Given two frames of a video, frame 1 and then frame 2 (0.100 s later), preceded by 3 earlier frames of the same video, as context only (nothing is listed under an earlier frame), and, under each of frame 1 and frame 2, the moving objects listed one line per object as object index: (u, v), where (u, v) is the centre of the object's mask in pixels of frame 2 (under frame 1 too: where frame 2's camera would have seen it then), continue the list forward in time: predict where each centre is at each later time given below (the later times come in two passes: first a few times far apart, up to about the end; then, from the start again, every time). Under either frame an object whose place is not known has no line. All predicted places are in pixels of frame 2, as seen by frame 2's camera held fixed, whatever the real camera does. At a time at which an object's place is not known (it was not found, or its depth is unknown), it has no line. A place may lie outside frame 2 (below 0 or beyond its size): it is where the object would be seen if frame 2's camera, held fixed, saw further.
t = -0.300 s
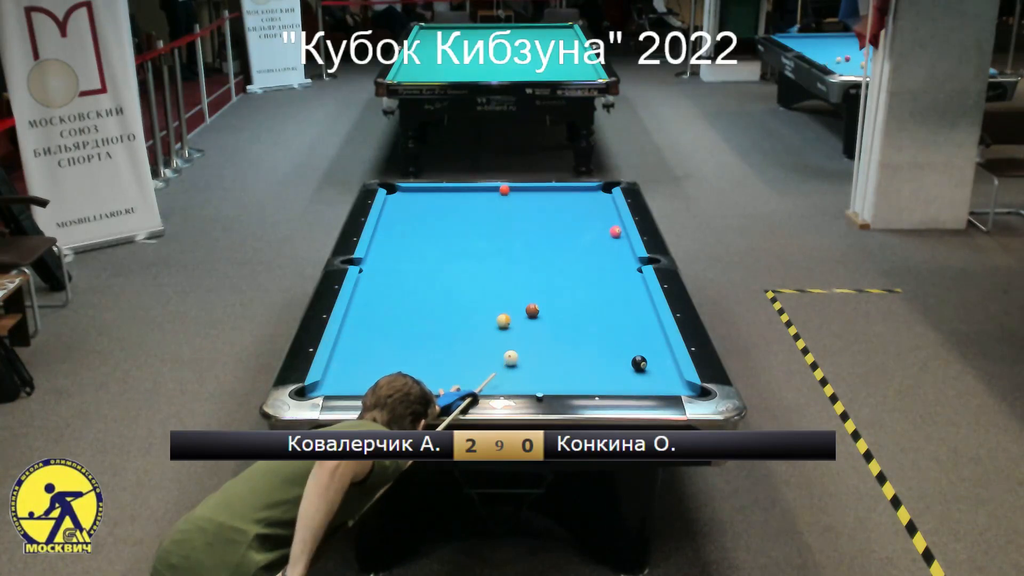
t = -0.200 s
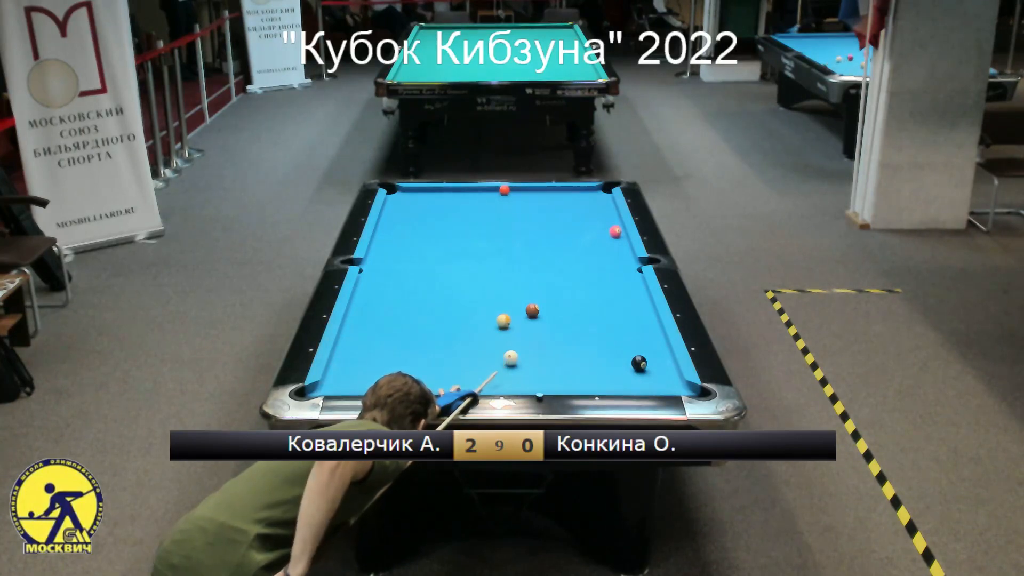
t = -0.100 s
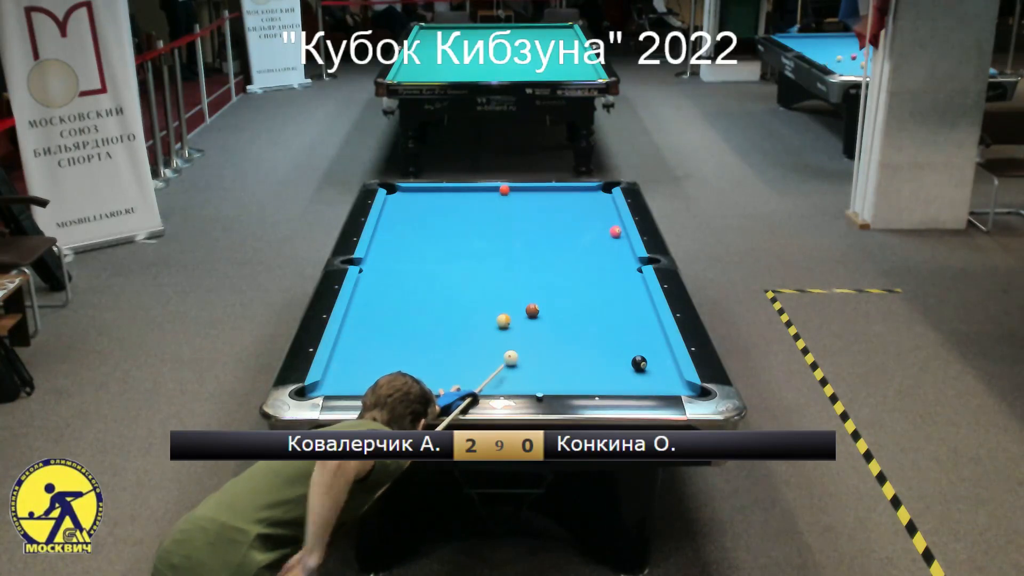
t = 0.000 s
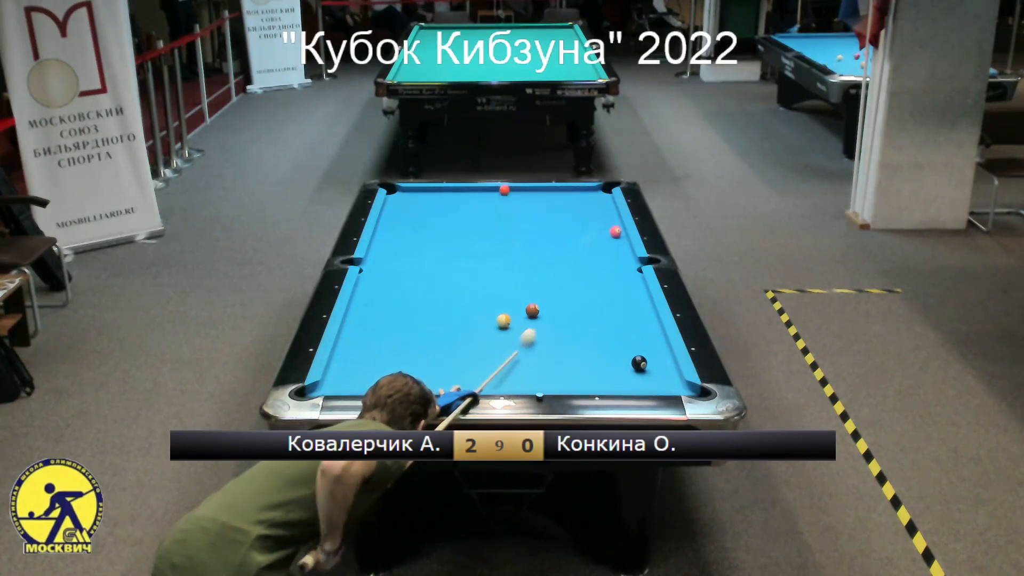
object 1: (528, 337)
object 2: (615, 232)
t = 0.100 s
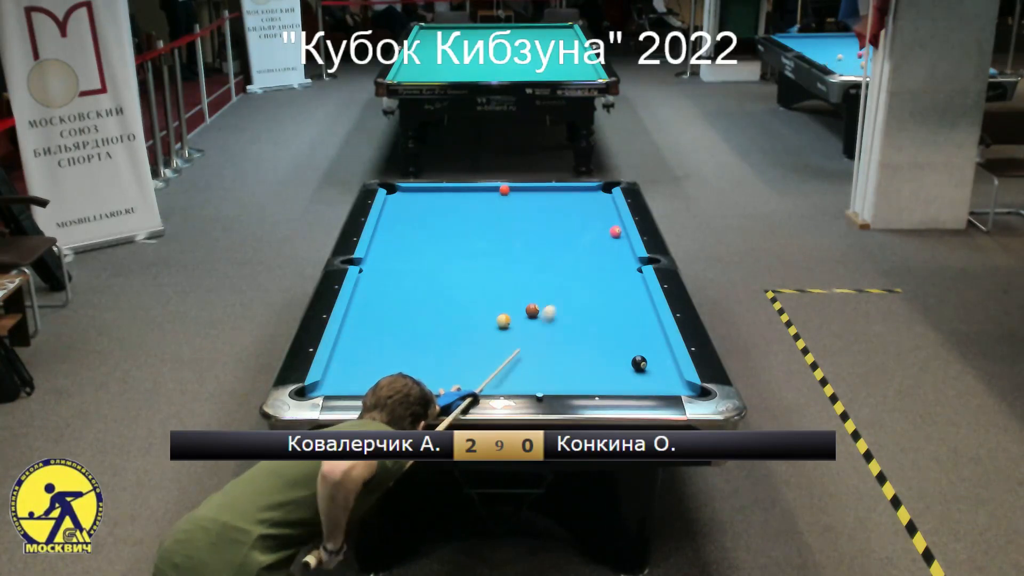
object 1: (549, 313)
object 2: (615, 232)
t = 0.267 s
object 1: (575, 283)
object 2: (615, 232)
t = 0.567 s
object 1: (613, 240)
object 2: (616, 230)
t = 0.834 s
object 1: (603, 234)
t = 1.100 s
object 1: (584, 230)
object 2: (601, 192)
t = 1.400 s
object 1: (565, 225)
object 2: (608, 191)
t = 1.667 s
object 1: (550, 222)
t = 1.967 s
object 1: (534, 219)
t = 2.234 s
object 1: (520, 216)
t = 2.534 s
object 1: (507, 212)
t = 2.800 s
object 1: (496, 210)
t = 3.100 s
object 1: (486, 208)
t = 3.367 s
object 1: (477, 206)
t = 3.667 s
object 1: (469, 203)
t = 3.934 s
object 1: (462, 202)
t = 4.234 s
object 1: (456, 200)
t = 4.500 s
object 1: (450, 199)
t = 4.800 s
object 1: (446, 198)
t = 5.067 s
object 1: (443, 197)
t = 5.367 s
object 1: (440, 196)
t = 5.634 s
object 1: (438, 196)
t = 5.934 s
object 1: (437, 195)
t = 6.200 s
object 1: (436, 195)
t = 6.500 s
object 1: (436, 195)
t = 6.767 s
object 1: (436, 195)
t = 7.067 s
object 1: (436, 195)
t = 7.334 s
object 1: (436, 195)
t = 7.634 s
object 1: (436, 195)
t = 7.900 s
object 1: (436, 195)
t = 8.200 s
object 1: (436, 195)
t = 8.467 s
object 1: (435, 195)
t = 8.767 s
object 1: (436, 195)
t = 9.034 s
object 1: (436, 195)
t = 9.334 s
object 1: (436, 194)
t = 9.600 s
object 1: (436, 194)
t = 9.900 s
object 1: (436, 195)
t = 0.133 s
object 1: (555, 306)
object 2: (615, 232)
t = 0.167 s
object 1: (560, 300)
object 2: (615, 232)
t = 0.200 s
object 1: (565, 294)
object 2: (615, 232)
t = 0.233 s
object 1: (570, 288)
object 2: (615, 232)
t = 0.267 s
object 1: (575, 283)
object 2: (615, 232)
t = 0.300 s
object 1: (580, 277)
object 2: (615, 232)
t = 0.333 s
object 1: (584, 272)
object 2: (615, 232)
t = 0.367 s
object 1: (589, 267)
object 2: (615, 232)
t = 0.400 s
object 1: (593, 262)
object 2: (615, 232)
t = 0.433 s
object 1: (597, 257)
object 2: (615, 232)
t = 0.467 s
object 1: (601, 253)
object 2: (616, 232)
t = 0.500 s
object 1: (605, 248)
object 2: (616, 232)
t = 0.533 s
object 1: (609, 244)
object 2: (616, 232)
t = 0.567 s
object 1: (613, 240)
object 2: (616, 230)
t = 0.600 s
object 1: (622, 235)
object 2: (614, 228)
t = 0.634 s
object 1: (620, 235)
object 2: (613, 225)
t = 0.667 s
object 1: (617, 235)
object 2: (612, 222)
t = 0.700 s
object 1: (613, 235)
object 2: (610, 218)
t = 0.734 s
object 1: (610, 235)
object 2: (610, 215)
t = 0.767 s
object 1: (608, 235)
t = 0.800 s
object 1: (605, 234)
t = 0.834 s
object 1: (603, 234)
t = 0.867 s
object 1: (600, 233)
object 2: (606, 206)
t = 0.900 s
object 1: (598, 233)
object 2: (605, 204)
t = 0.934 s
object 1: (596, 232)
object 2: (604, 202)
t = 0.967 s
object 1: (593, 232)
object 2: (603, 200)
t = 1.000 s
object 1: (591, 231)
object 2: (603, 197)
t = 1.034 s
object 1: (589, 230)
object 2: (602, 196)
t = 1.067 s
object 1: (587, 230)
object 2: (601, 194)
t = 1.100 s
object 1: (584, 230)
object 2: (601, 192)
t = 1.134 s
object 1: (582, 229)
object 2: (600, 190)
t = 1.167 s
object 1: (580, 229)
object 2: (600, 188)
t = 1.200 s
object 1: (578, 228)
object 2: (603, 188)
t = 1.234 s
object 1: (576, 228)
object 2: (608, 188)
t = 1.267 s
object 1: (573, 227)
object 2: (610, 188)
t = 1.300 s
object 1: (571, 227)
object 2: (609, 188)
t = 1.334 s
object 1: (569, 226)
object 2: (608, 189)
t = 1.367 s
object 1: (567, 226)
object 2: (608, 190)
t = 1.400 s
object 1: (565, 225)
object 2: (608, 191)
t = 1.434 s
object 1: (564, 225)
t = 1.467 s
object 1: (561, 224)
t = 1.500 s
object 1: (559, 224)
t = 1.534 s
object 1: (557, 224)
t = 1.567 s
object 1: (555, 223)
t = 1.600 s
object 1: (553, 223)
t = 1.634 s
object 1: (551, 222)
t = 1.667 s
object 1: (550, 222)
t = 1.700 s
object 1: (548, 222)
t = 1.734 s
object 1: (546, 221)
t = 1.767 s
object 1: (544, 221)
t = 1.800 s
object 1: (542, 220)
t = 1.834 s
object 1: (540, 220)
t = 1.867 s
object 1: (539, 220)
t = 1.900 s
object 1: (537, 219)
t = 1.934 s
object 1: (535, 219)
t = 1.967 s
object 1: (534, 219)
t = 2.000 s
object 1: (532, 218)
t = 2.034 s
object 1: (530, 218)
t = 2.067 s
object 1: (529, 217)
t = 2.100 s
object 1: (527, 217)
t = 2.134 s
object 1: (525, 217)
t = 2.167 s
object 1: (524, 216)
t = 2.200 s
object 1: (522, 216)
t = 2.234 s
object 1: (520, 216)
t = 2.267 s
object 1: (519, 215)
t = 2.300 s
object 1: (517, 215)
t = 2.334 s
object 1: (516, 215)
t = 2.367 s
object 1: (515, 214)
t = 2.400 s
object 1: (513, 214)
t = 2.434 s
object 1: (511, 214)
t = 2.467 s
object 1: (510, 213)
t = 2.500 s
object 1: (509, 213)
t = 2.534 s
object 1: (507, 212)
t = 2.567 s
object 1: (506, 212)
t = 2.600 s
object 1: (505, 212)
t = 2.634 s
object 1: (503, 212)
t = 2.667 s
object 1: (502, 211)
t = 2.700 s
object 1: (500, 211)
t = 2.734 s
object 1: (499, 211)
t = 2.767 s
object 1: (498, 210)
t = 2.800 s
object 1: (496, 210)
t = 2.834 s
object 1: (495, 210)
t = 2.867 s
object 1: (494, 209)
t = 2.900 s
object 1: (493, 209)
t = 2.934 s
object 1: (492, 209)
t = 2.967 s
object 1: (491, 209)
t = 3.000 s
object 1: (489, 208)
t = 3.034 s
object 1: (488, 208)
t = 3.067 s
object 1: (487, 208)
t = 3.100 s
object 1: (486, 208)
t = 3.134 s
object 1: (485, 207)
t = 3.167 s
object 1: (484, 207)
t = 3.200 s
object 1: (483, 207)
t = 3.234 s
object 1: (482, 206)
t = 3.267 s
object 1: (480, 206)
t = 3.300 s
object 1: (479, 206)
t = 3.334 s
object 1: (478, 206)
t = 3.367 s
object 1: (477, 206)
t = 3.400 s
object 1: (476, 205)
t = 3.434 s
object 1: (475, 205)
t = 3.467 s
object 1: (474, 205)
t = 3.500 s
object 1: (473, 205)
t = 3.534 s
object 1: (472, 204)
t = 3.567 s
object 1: (472, 204)
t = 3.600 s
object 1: (470, 204)
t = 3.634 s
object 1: (470, 204)
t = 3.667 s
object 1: (469, 203)
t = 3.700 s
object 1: (468, 203)
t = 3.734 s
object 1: (467, 203)
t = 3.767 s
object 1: (466, 203)
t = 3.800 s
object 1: (466, 203)
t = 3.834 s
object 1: (464, 202)
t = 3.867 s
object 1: (464, 202)
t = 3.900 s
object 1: (463, 202)
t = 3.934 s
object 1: (462, 202)
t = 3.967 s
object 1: (461, 202)
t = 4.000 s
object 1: (461, 202)
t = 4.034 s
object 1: (460, 201)
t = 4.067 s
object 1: (459, 201)
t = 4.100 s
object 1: (458, 201)
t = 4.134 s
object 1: (458, 201)
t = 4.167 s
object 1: (457, 201)
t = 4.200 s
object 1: (456, 200)
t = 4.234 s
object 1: (456, 200)
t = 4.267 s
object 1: (455, 200)
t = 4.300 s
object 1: (454, 200)
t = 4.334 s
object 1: (453, 200)
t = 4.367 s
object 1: (453, 200)
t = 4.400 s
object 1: (452, 199)
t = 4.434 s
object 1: (452, 199)
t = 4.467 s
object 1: (451, 199)
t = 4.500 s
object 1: (450, 199)
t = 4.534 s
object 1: (450, 199)
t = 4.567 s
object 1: (450, 199)
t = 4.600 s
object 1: (449, 199)
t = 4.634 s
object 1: (448, 198)
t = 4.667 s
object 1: (448, 198)
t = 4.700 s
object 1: (447, 198)
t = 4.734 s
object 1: (447, 198)
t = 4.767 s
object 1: (446, 198)
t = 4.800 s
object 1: (446, 198)
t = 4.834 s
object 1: (445, 198)
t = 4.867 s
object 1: (445, 198)
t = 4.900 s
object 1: (445, 197)
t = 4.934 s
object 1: (444, 197)
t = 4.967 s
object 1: (444, 197)
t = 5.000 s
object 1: (444, 197)
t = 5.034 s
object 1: (443, 197)
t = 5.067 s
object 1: (443, 197)
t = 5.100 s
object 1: (443, 197)
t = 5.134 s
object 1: (442, 197)
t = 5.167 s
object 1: (442, 196)
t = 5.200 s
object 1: (441, 196)
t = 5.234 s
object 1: (441, 196)
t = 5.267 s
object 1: (441, 196)
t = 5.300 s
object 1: (440, 196)
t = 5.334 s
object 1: (440, 196)
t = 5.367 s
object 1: (440, 196)
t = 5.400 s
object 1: (439, 196)
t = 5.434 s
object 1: (439, 196)
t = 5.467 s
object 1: (439, 196)
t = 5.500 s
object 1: (439, 196)
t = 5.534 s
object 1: (438, 196)
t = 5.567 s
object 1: (438, 196)
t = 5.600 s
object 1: (438, 196)
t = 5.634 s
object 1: (438, 196)
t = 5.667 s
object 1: (438, 195)
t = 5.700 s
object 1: (437, 195)
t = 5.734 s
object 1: (437, 195)
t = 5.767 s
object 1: (437, 195)
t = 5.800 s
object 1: (437, 195)
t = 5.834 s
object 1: (437, 195)
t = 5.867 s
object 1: (437, 195)
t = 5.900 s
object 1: (437, 195)
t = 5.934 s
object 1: (437, 195)
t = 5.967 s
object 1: (436, 195)
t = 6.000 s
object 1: (436, 195)
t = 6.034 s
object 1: (436, 195)
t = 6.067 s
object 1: (436, 195)
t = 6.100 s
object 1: (436, 195)
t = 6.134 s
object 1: (436, 195)
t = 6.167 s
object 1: (436, 195)
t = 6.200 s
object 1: (436, 195)
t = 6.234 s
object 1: (436, 195)
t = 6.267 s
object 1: (436, 195)
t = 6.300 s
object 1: (436, 195)
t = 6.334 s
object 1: (436, 195)
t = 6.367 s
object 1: (436, 195)
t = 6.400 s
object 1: (436, 195)
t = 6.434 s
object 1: (436, 195)
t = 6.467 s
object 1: (436, 195)
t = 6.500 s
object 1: (436, 195)
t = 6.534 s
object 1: (436, 195)
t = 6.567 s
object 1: (436, 195)
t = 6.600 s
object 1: (436, 195)
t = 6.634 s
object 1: (436, 195)
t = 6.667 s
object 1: (436, 195)
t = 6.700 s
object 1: (436, 195)
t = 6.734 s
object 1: (436, 195)
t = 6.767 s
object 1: (436, 195)
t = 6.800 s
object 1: (436, 195)
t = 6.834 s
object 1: (436, 195)
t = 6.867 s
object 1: (436, 195)
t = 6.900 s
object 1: (436, 195)
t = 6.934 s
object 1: (436, 195)
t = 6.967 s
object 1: (436, 195)
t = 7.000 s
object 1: (436, 195)
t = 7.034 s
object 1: (436, 195)
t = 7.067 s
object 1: (436, 195)
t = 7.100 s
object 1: (436, 195)
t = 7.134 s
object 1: (436, 195)
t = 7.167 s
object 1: (436, 195)
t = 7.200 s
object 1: (436, 195)
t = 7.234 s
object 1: (436, 195)
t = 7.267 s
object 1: (436, 195)
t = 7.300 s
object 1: (436, 195)
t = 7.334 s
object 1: (436, 195)
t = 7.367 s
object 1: (436, 195)
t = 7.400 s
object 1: (436, 195)
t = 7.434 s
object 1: (436, 195)
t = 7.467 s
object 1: (436, 195)
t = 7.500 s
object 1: (436, 195)
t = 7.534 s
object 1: (436, 195)
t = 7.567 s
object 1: (436, 195)
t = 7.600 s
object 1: (436, 195)
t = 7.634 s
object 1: (436, 195)
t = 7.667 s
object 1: (436, 195)
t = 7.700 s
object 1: (436, 195)
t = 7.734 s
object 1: (436, 195)
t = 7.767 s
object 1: (436, 195)
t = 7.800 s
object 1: (436, 195)
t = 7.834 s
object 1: (436, 195)
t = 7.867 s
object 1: (436, 195)
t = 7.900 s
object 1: (436, 195)
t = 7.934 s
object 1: (436, 195)
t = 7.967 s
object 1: (436, 195)
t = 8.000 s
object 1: (436, 195)
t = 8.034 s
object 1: (436, 195)
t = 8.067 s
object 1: (436, 195)
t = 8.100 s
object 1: (436, 195)
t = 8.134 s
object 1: (436, 195)
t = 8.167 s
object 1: (436, 195)
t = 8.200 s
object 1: (436, 195)
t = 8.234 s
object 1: (436, 195)
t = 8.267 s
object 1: (436, 195)
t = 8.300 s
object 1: (436, 195)
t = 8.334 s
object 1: (436, 195)
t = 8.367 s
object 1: (436, 195)
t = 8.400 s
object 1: (436, 195)
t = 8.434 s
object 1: (436, 195)
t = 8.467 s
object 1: (435, 195)
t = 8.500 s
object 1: (436, 195)
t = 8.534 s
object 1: (435, 195)
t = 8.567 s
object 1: (435, 195)
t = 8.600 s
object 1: (436, 195)
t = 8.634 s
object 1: (436, 195)
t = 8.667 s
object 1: (436, 195)
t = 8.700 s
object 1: (436, 195)
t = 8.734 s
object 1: (436, 195)
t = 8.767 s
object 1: (436, 195)
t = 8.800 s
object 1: (436, 195)
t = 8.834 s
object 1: (436, 195)
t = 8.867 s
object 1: (435, 195)
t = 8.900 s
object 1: (435, 195)
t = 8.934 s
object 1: (435, 195)
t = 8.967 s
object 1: (436, 195)
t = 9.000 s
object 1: (436, 195)
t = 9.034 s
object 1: (436, 195)
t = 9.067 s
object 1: (436, 195)
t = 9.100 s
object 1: (436, 195)
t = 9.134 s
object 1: (436, 195)
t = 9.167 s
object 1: (435, 195)
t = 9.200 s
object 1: (435, 195)
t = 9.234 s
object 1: (435, 195)
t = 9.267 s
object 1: (436, 195)
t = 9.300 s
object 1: (436, 195)
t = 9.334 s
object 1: (436, 194)
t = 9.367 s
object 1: (436, 195)
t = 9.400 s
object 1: (436, 195)
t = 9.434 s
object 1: (436, 194)
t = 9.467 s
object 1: (436, 195)
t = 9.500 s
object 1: (436, 194)
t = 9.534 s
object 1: (436, 194)
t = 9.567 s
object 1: (436, 194)
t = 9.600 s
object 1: (436, 194)
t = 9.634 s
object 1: (436, 194)
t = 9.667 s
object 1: (436, 194)
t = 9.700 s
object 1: (436, 194)
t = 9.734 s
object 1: (436, 194)
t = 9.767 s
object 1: (436, 194)
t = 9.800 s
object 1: (436, 195)
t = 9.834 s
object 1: (436, 194)
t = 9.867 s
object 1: (436, 194)
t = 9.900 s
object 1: (436, 195)
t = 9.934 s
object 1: (436, 194)
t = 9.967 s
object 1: (436, 194)
